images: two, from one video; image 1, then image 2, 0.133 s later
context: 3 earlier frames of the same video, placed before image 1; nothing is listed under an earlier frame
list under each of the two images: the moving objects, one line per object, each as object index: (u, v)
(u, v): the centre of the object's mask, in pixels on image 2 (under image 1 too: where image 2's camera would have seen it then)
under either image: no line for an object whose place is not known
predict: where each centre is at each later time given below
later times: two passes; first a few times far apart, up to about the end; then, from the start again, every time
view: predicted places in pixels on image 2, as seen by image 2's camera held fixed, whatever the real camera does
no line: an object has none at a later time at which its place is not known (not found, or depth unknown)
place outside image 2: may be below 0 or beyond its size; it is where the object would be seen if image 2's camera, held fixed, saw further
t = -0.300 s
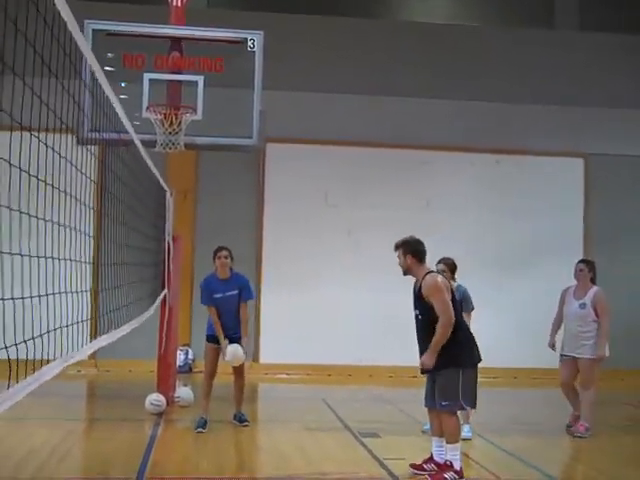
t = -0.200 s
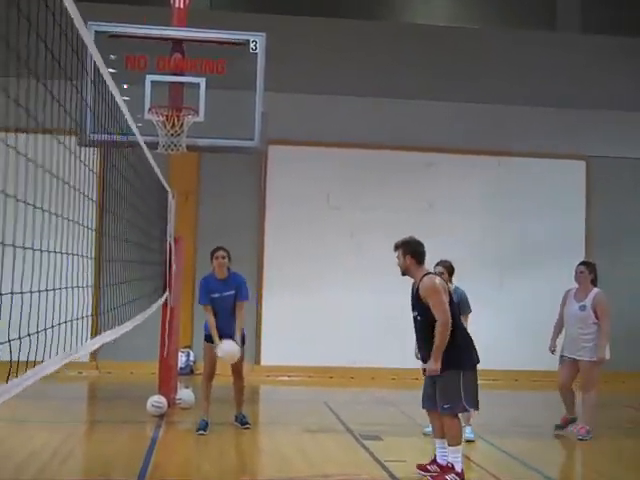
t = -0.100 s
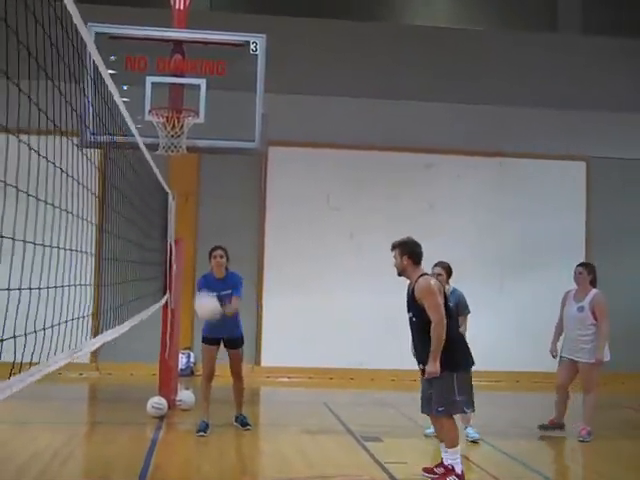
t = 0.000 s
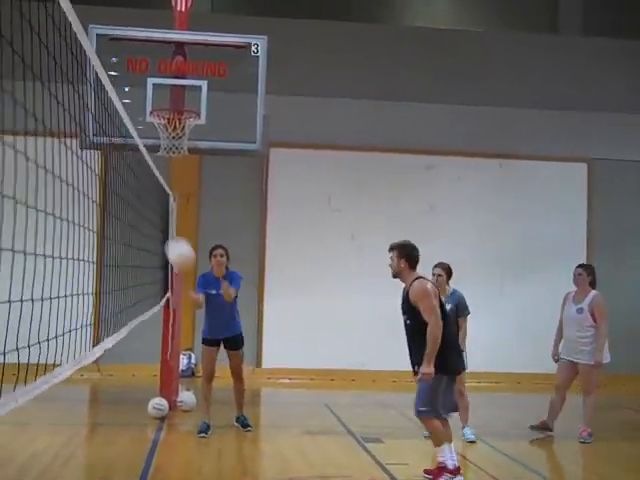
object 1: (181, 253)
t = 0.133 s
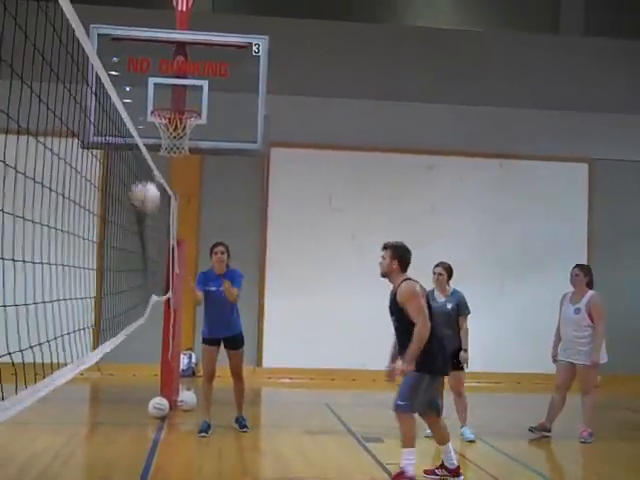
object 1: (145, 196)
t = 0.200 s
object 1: (142, 182)
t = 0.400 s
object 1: (158, 189)
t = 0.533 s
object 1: (170, 228)
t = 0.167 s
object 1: (142, 188)
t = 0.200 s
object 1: (142, 182)
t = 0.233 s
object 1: (145, 179)
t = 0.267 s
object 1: (147, 177)
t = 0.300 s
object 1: (149, 178)
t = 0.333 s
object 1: (152, 180)
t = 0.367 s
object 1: (155, 183)
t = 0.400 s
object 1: (158, 189)
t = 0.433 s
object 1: (161, 196)
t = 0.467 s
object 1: (163, 205)
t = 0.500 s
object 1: (167, 215)
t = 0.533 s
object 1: (170, 228)
